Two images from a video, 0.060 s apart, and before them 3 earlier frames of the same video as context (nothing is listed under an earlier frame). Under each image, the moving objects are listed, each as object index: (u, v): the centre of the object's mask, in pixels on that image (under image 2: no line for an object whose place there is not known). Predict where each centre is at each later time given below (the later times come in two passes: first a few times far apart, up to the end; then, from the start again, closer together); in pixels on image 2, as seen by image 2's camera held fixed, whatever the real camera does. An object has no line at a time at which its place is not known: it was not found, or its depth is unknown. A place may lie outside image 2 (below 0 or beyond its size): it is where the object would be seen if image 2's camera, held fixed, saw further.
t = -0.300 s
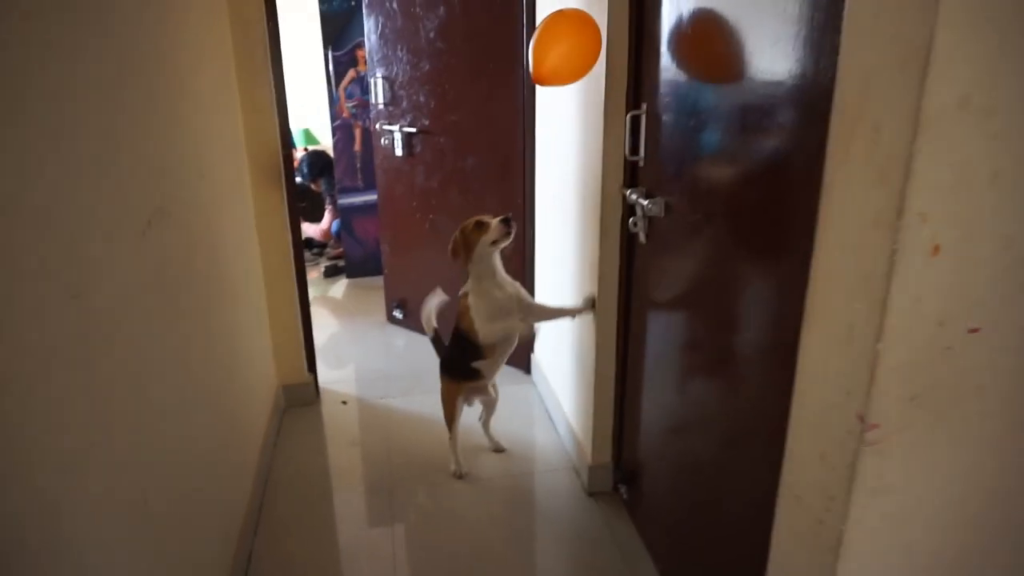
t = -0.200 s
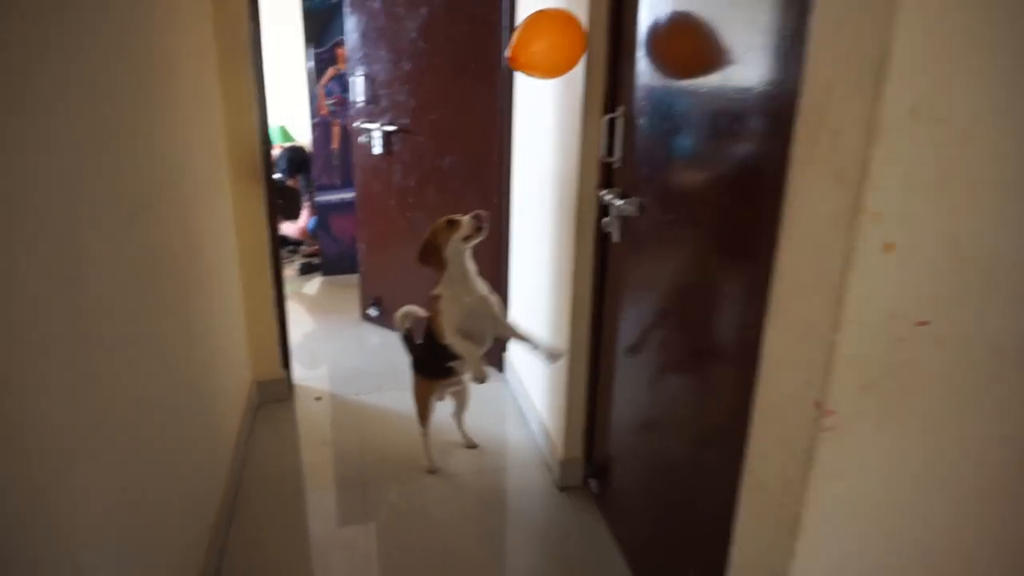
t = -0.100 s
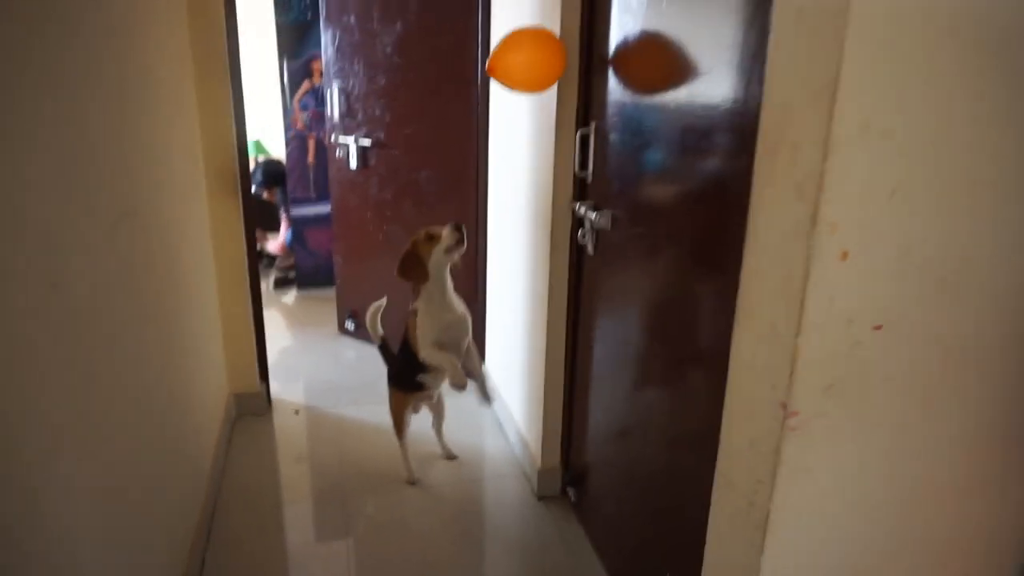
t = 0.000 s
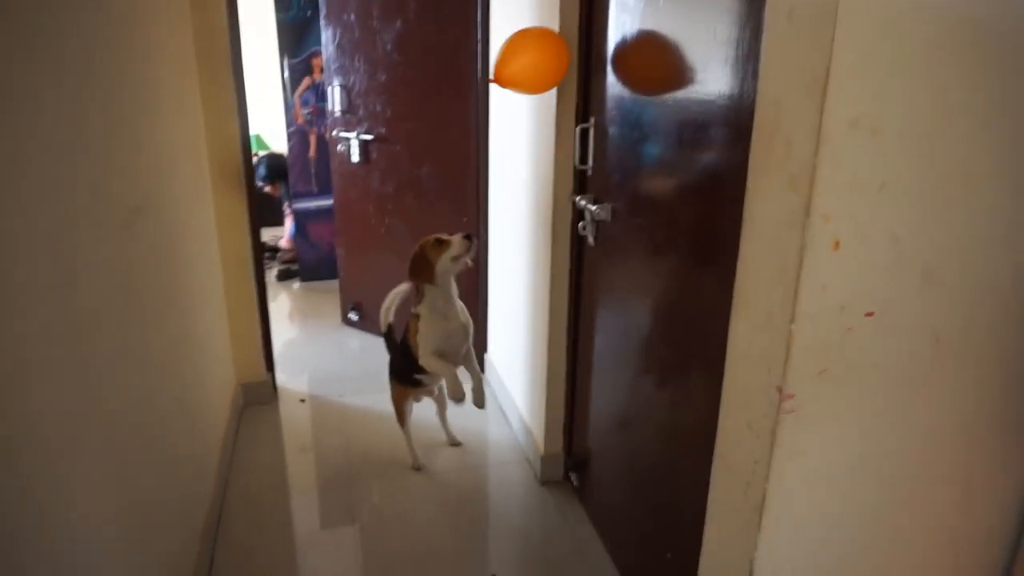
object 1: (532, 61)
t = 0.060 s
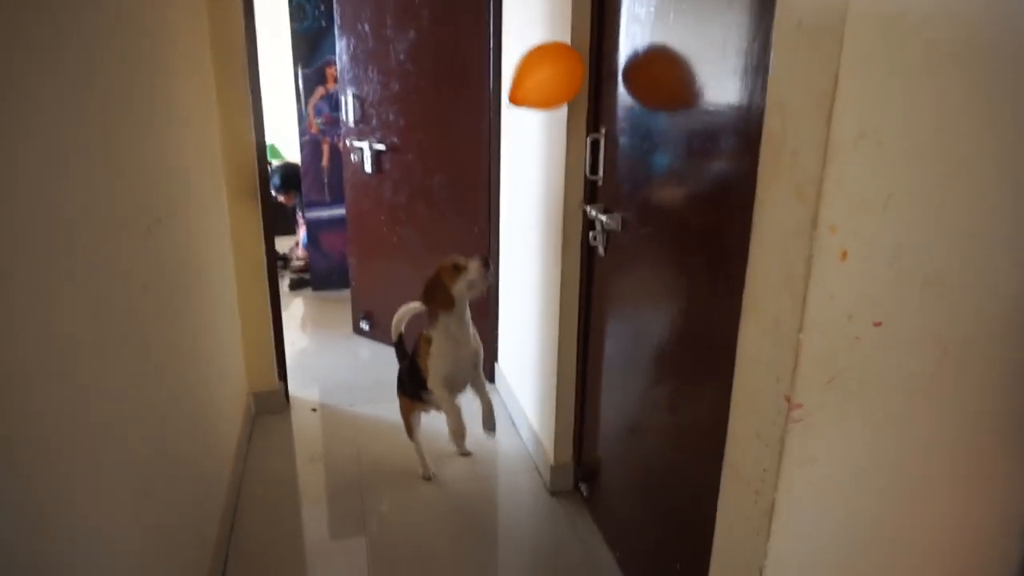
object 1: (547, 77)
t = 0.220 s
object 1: (555, 100)
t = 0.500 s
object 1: (568, 169)
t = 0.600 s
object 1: (567, 199)
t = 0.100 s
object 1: (549, 81)
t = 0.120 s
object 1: (550, 84)
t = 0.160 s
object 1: (552, 90)
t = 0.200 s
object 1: (554, 97)
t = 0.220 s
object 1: (555, 100)
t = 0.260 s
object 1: (558, 108)
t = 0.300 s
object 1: (560, 117)
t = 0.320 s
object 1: (561, 121)
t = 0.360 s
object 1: (563, 131)
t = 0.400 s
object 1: (565, 141)
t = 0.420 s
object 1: (566, 146)
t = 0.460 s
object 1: (567, 157)
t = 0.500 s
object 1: (568, 169)
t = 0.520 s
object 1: (568, 175)
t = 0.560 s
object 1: (568, 186)
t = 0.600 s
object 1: (567, 199)
